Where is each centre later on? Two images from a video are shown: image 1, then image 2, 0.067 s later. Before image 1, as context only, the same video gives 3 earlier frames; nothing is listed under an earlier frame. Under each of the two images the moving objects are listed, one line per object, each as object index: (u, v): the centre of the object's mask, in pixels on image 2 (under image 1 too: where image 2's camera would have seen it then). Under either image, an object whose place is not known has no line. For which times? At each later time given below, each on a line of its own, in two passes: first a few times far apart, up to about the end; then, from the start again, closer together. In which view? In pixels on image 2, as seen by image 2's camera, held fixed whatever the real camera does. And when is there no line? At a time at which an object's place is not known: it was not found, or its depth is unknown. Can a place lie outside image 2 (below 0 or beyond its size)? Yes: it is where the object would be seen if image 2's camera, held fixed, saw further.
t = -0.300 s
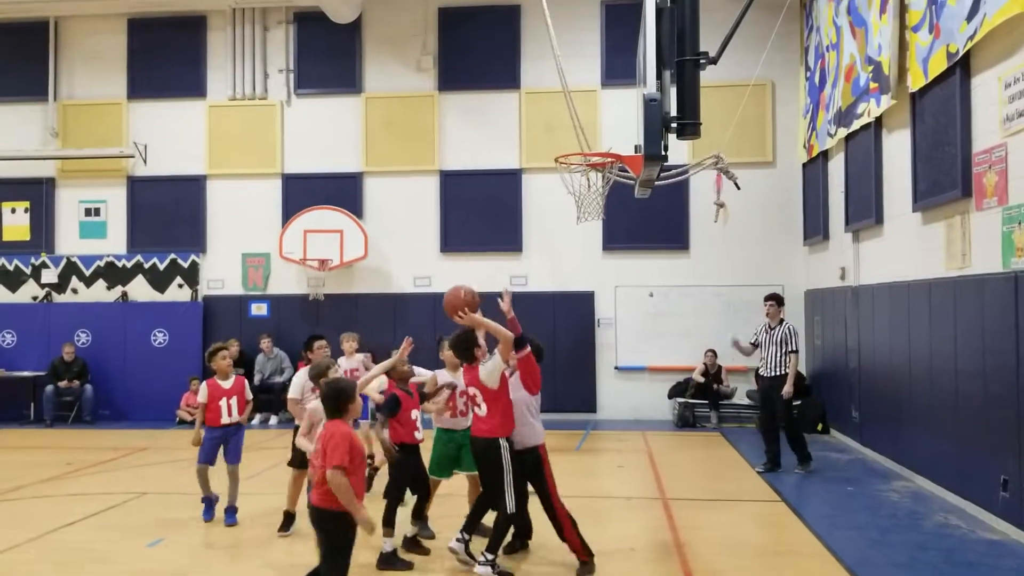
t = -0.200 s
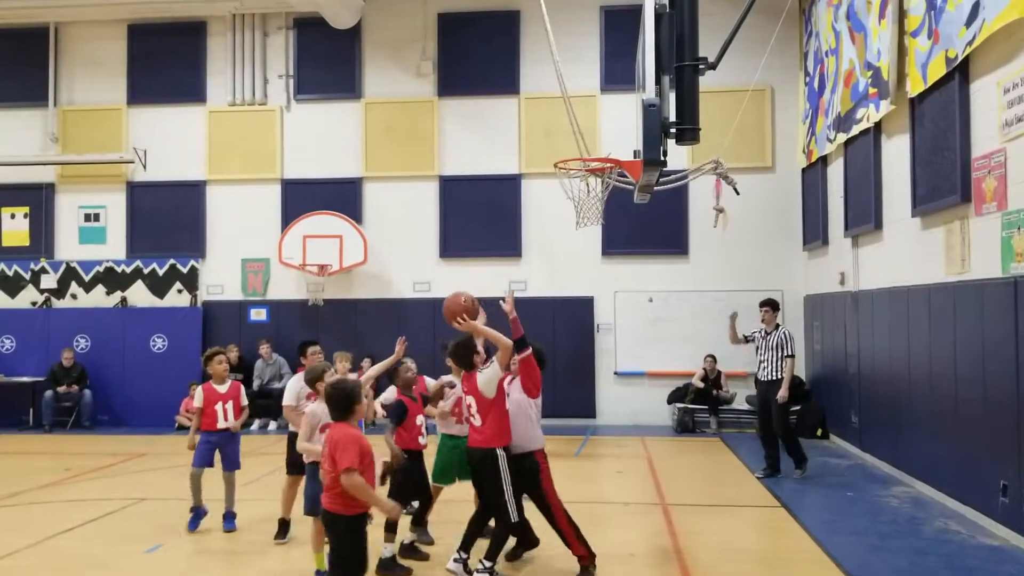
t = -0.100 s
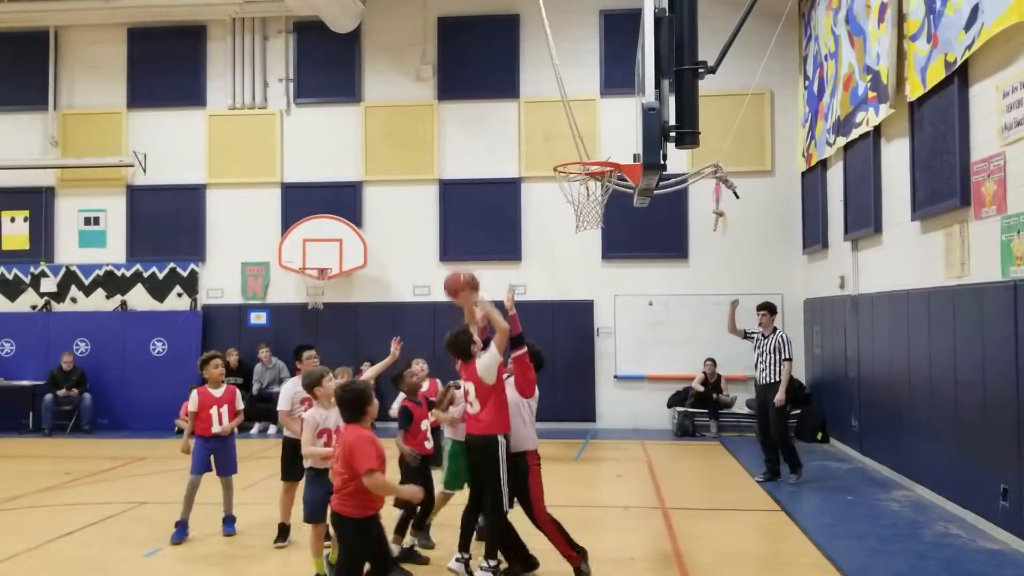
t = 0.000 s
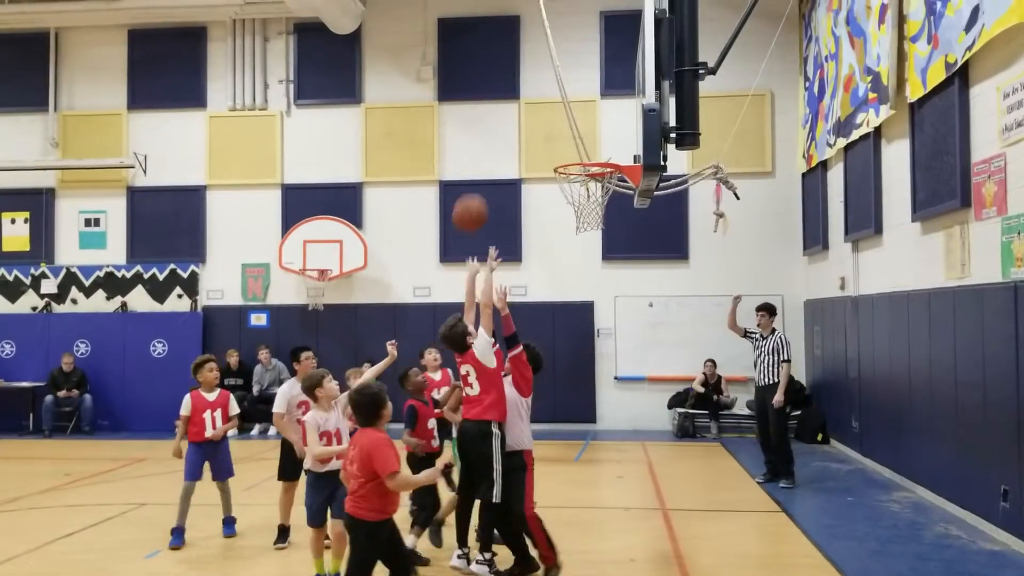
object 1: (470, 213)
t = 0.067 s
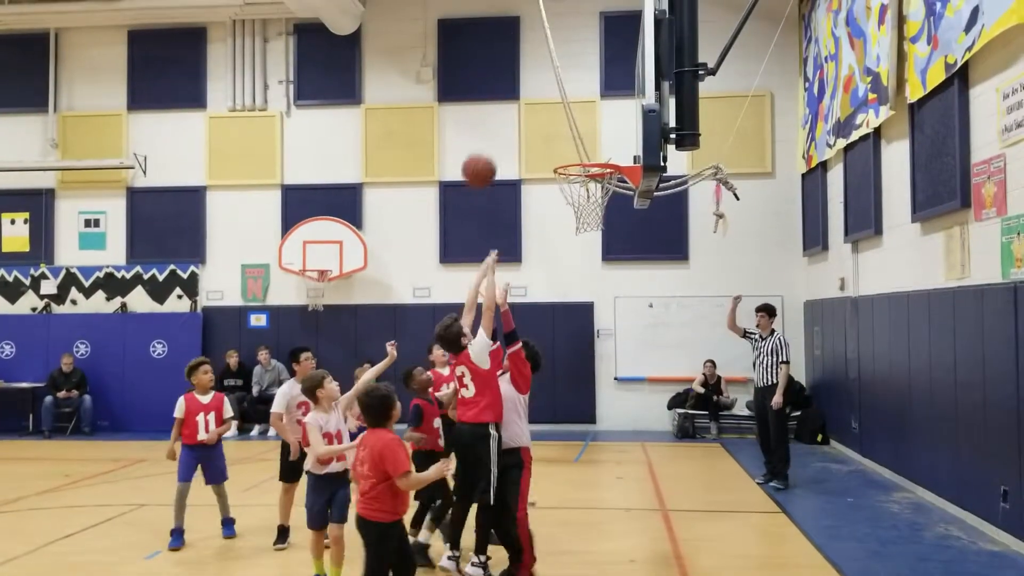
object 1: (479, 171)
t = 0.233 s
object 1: (500, 87)
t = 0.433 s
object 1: (524, 44)
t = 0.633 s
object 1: (547, 58)
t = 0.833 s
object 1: (570, 124)
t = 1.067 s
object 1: (587, 166)
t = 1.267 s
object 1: (595, 185)
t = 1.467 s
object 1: (606, 203)
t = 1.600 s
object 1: (595, 229)
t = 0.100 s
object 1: (483, 150)
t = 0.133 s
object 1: (487, 132)
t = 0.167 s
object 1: (492, 114)
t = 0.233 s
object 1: (500, 87)
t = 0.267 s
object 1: (504, 77)
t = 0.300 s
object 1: (508, 67)
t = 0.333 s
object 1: (512, 59)
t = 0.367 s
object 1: (516, 52)
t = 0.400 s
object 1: (520, 47)
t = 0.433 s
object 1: (524, 44)
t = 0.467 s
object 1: (528, 43)
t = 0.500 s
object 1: (532, 43)
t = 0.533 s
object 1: (536, 44)
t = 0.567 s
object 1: (540, 47)
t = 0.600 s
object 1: (543, 52)
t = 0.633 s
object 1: (547, 58)
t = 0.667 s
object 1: (551, 65)
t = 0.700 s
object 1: (555, 74)
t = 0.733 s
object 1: (559, 84)
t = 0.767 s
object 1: (563, 97)
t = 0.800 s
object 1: (567, 110)
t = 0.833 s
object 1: (570, 124)
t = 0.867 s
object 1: (574, 140)
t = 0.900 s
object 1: (578, 154)
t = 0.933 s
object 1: (581, 163)
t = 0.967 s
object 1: (586, 163)
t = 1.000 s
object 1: (591, 164)
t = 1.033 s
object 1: (594, 162)
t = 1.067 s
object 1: (587, 166)
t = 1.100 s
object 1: (582, 166)
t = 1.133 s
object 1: (576, 169)
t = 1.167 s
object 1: (575, 172)
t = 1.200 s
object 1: (581, 176)
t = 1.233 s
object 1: (588, 180)
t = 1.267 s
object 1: (595, 185)
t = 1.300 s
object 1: (602, 192)
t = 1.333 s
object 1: (607, 198)
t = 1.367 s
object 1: (609, 201)
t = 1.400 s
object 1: (609, 201)
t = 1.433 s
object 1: (607, 201)
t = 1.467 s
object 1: (606, 203)
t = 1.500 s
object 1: (604, 206)
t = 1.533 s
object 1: (601, 210)
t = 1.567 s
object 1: (598, 215)
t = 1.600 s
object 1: (595, 229)
